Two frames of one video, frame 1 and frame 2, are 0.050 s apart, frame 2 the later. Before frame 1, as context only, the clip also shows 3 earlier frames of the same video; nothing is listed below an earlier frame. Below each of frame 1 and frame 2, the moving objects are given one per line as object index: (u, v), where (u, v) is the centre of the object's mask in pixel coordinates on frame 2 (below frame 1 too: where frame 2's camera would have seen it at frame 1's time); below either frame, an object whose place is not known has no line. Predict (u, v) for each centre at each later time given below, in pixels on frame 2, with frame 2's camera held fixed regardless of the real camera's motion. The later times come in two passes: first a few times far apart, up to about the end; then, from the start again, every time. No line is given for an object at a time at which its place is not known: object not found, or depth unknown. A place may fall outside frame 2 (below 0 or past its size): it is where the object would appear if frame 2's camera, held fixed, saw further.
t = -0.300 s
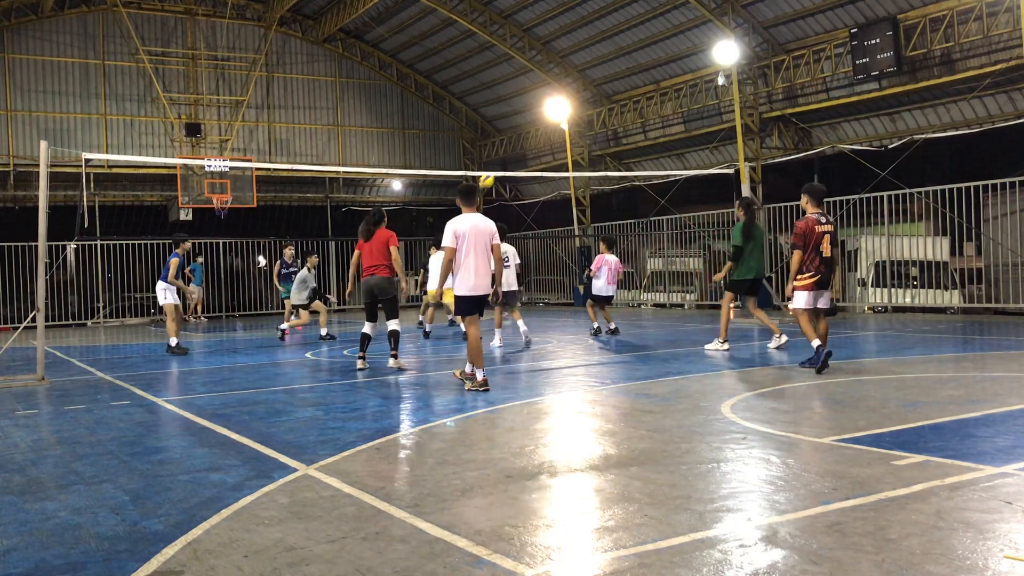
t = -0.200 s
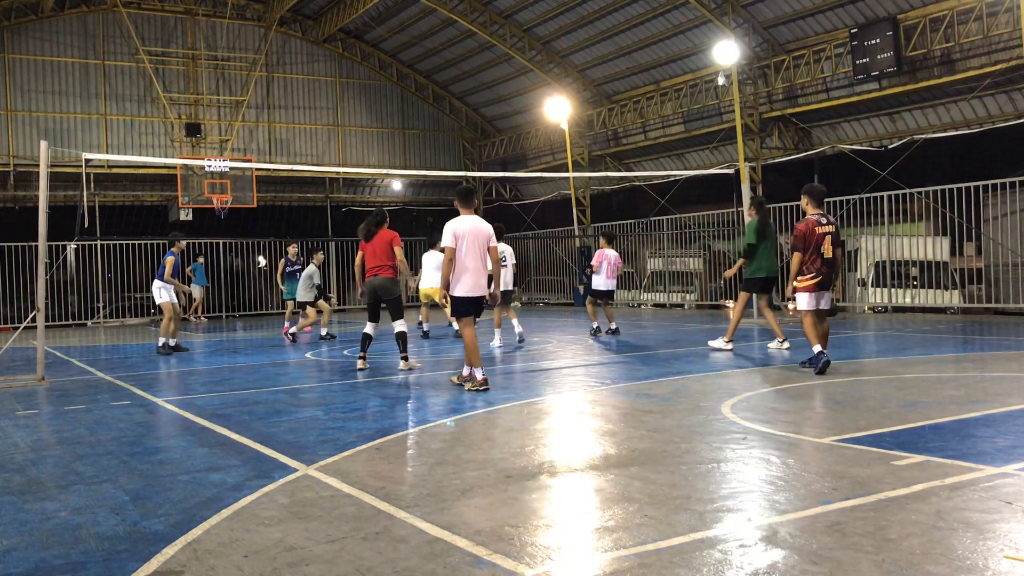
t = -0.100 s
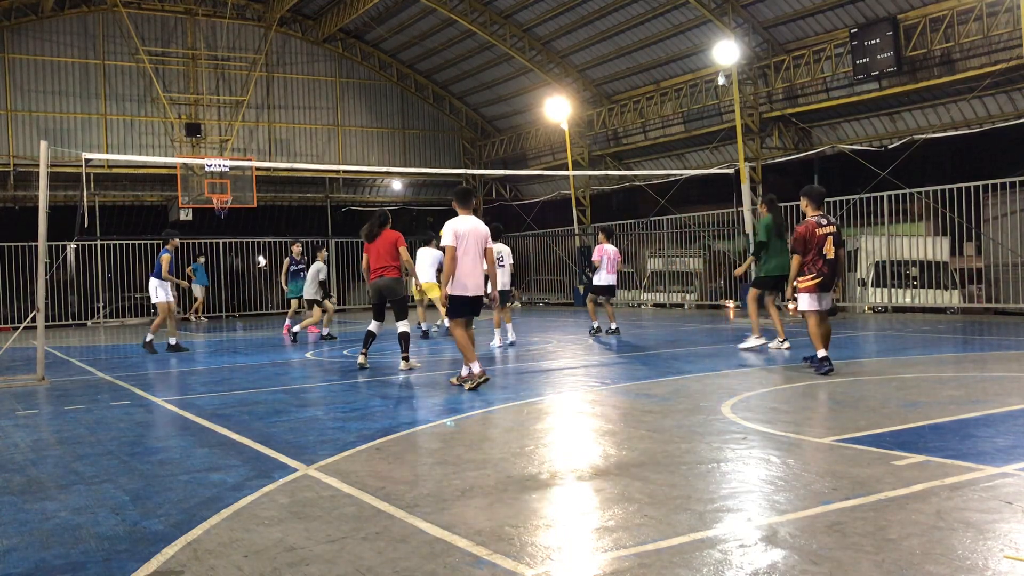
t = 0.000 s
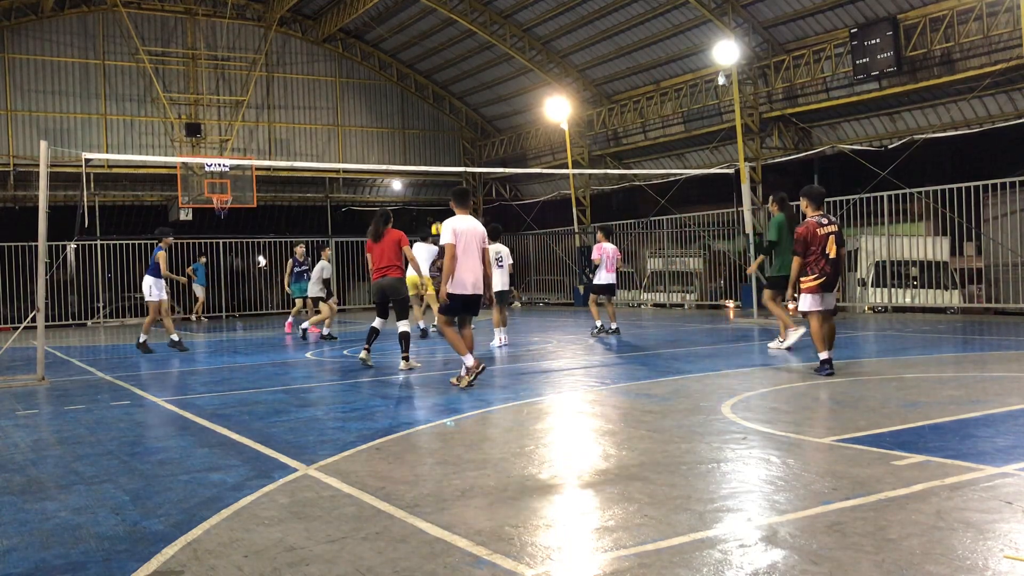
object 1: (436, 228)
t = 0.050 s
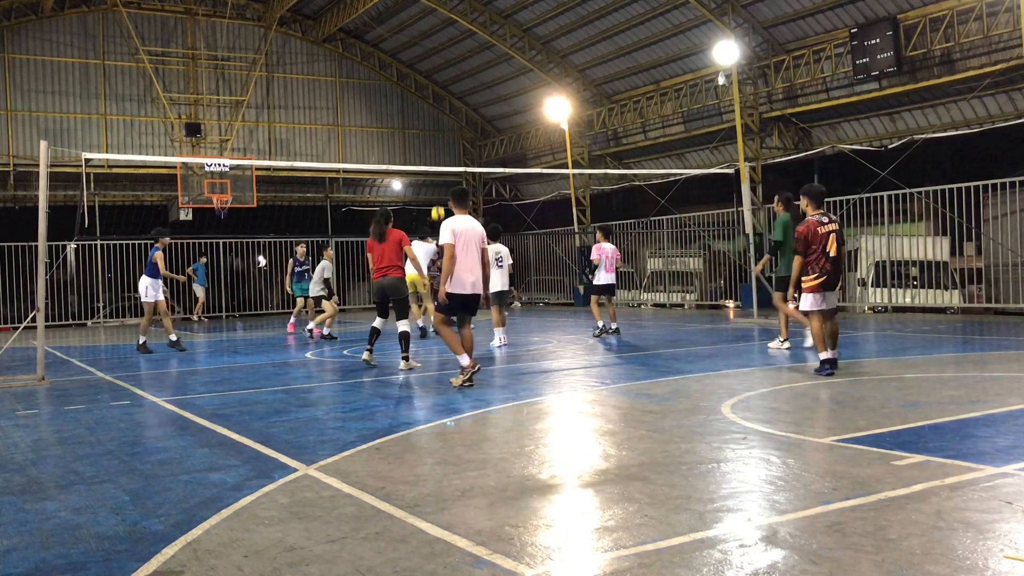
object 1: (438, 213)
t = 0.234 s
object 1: (438, 165)
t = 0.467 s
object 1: (439, 140)
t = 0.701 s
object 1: (441, 146)
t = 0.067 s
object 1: (438, 208)
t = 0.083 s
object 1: (438, 203)
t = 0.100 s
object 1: (438, 198)
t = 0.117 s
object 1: (438, 193)
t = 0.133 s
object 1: (438, 189)
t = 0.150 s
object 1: (438, 185)
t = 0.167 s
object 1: (438, 181)
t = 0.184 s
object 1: (438, 179)
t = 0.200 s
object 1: (438, 174)
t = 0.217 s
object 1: (438, 167)
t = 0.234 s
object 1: (438, 165)
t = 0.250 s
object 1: (438, 164)
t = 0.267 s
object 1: (438, 161)
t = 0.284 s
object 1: (438, 158)
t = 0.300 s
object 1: (438, 156)
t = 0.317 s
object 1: (438, 153)
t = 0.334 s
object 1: (438, 151)
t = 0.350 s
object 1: (438, 149)
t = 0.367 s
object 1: (439, 147)
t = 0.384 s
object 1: (439, 146)
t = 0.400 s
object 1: (439, 144)
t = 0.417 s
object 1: (439, 143)
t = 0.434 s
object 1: (439, 142)
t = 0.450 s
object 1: (439, 141)
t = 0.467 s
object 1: (439, 140)
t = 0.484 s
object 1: (439, 140)
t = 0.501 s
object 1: (439, 139)
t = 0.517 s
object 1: (439, 139)
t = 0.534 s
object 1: (440, 139)
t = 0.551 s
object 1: (440, 139)
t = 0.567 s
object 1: (440, 139)
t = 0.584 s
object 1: (440, 139)
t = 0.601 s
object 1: (440, 140)
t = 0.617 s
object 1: (440, 140)
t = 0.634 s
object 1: (441, 141)
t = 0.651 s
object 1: (441, 142)
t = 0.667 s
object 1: (441, 143)
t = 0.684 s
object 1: (441, 145)
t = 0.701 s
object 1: (441, 146)
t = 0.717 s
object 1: (442, 148)
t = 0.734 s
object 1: (442, 149)
